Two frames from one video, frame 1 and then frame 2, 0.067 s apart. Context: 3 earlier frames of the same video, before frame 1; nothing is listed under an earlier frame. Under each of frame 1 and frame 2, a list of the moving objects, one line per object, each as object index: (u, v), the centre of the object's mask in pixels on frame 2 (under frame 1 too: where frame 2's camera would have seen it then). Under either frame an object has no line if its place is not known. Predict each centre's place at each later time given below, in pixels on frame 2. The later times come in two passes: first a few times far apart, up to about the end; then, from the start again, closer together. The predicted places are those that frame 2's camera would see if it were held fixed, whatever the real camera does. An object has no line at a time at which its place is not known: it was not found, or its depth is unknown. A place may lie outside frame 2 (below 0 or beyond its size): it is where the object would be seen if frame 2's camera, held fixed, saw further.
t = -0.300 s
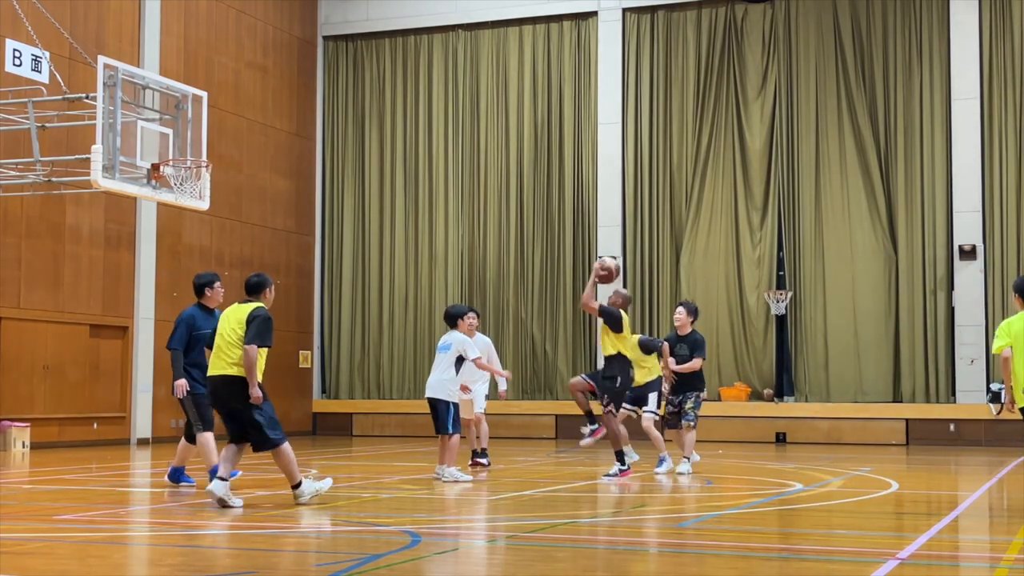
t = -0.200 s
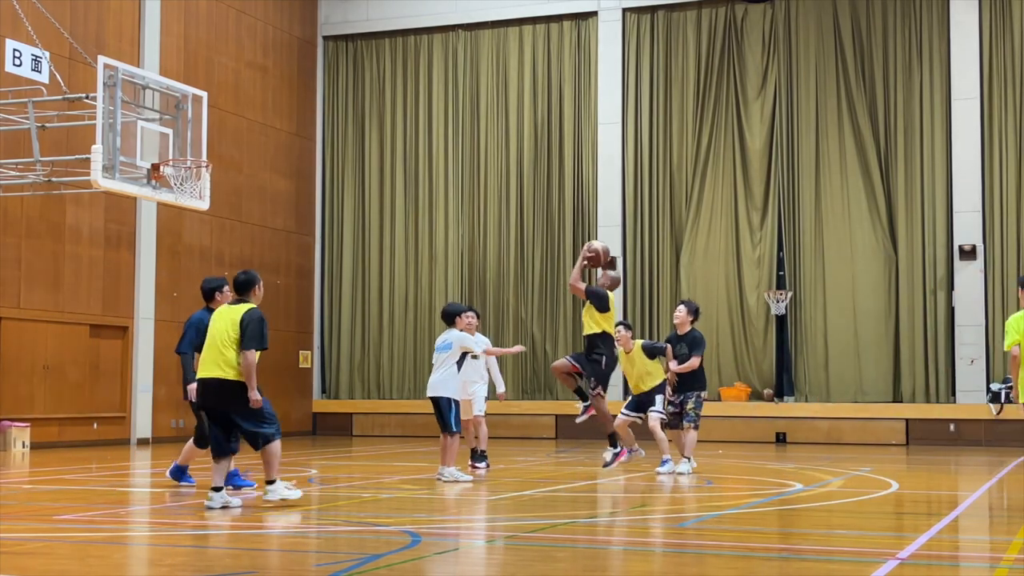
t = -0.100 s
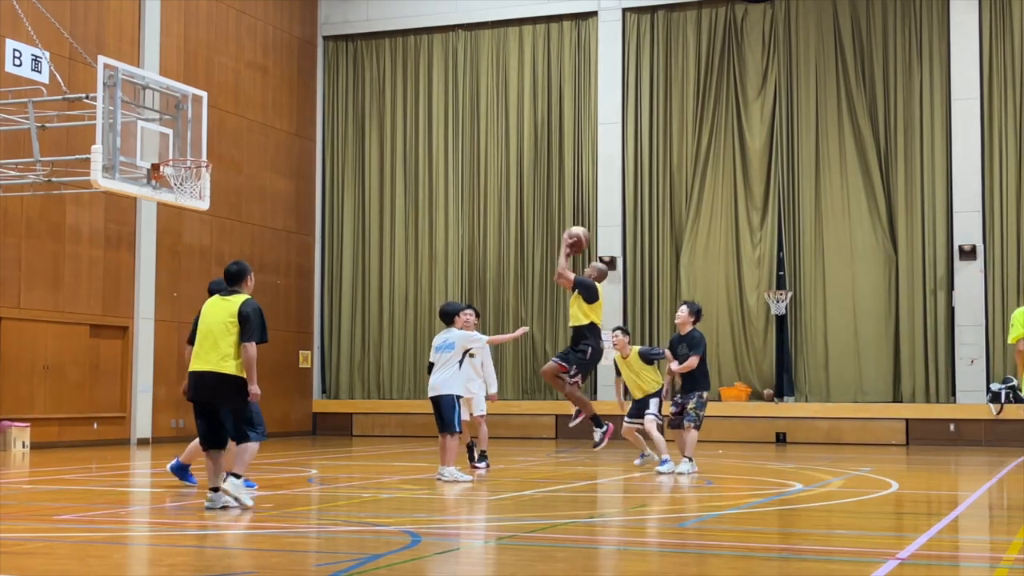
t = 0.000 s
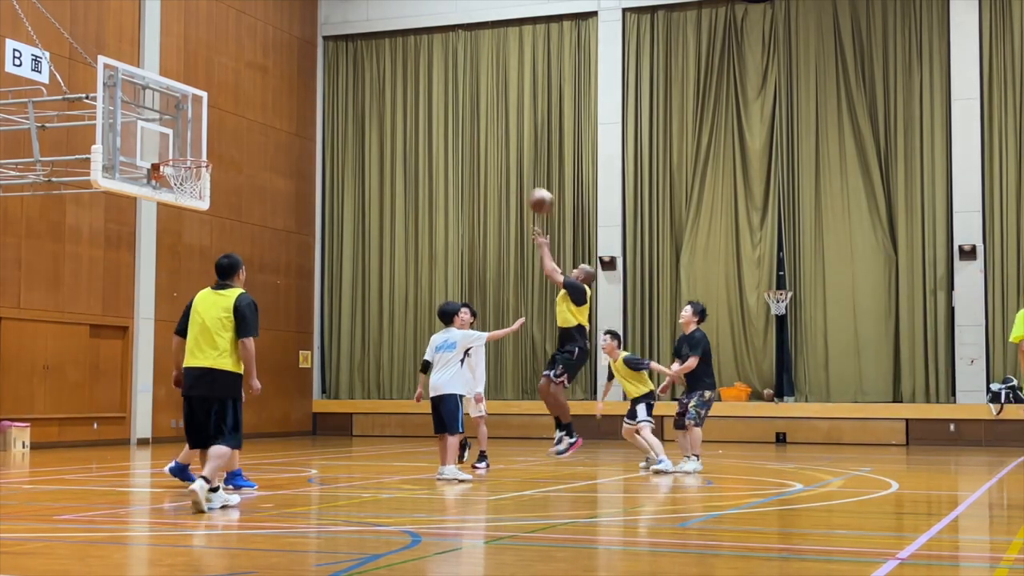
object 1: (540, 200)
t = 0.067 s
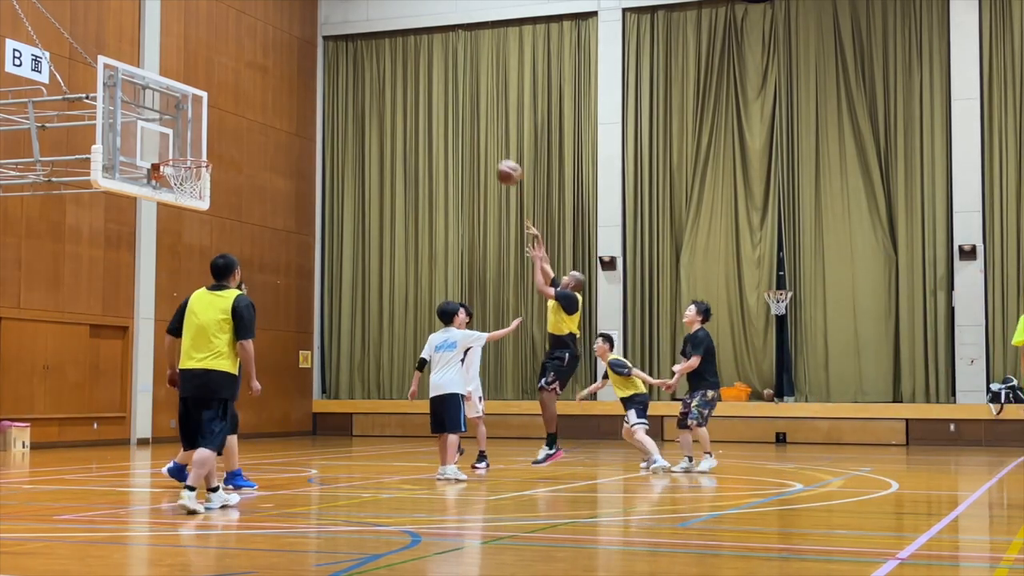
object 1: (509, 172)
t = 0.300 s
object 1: (401, 111)
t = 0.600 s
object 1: (268, 113)
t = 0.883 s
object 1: (191, 177)
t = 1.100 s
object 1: (192, 188)
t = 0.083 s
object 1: (500, 166)
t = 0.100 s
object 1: (493, 160)
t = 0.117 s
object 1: (485, 154)
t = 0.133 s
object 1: (477, 148)
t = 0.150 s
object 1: (469, 144)
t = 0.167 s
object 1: (462, 139)
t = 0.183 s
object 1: (455, 134)
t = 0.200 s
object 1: (447, 130)
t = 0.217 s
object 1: (438, 126)
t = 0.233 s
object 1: (431, 122)
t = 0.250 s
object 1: (423, 119)
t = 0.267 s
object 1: (416, 116)
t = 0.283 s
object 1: (408, 114)
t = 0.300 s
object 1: (401, 111)
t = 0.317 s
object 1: (393, 108)
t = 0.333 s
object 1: (385, 107)
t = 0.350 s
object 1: (378, 105)
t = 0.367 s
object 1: (371, 103)
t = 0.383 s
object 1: (363, 103)
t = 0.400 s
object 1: (356, 102)
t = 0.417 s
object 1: (348, 102)
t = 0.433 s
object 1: (341, 101)
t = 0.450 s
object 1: (334, 102)
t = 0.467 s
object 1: (326, 102)
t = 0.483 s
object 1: (319, 102)
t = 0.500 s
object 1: (311, 103)
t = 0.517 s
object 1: (304, 104)
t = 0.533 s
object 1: (297, 105)
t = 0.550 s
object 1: (290, 107)
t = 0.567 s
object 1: (282, 108)
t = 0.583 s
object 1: (275, 110)
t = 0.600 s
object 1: (268, 113)
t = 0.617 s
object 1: (261, 116)
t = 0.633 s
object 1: (253, 119)
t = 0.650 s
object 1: (246, 122)
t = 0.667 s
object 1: (239, 125)
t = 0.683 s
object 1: (233, 130)
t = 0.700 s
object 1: (225, 133)
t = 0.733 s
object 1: (210, 142)
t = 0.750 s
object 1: (203, 148)
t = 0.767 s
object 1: (197, 150)
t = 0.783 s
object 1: (190, 154)
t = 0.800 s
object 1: (183, 161)
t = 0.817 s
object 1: (176, 166)
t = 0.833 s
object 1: (176, 172)
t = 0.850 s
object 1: (182, 174)
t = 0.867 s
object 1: (185, 176)
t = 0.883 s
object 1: (191, 177)
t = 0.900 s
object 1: (196, 184)
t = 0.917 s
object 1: (200, 185)
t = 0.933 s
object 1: (202, 179)
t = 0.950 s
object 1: (204, 178)
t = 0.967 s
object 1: (205, 178)
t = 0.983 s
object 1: (203, 178)
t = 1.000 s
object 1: (203, 180)
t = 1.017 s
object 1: (201, 182)
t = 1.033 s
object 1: (200, 183)
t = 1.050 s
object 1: (197, 184)
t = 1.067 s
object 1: (195, 186)
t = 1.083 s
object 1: (194, 186)
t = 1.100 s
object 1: (192, 188)
